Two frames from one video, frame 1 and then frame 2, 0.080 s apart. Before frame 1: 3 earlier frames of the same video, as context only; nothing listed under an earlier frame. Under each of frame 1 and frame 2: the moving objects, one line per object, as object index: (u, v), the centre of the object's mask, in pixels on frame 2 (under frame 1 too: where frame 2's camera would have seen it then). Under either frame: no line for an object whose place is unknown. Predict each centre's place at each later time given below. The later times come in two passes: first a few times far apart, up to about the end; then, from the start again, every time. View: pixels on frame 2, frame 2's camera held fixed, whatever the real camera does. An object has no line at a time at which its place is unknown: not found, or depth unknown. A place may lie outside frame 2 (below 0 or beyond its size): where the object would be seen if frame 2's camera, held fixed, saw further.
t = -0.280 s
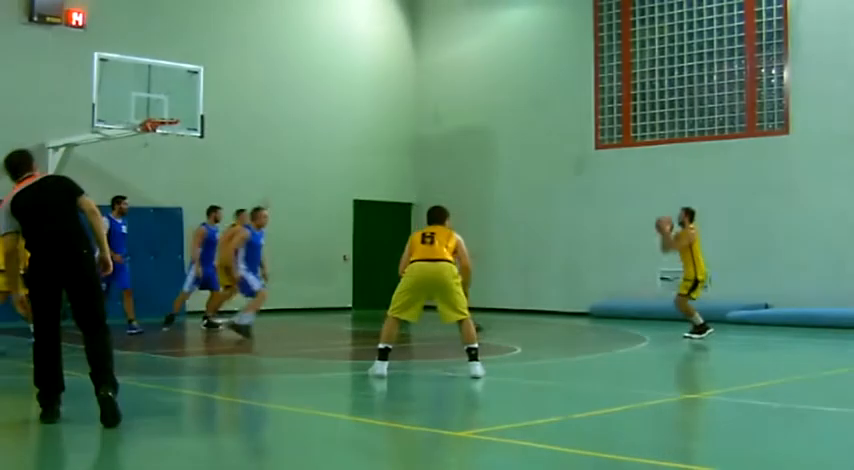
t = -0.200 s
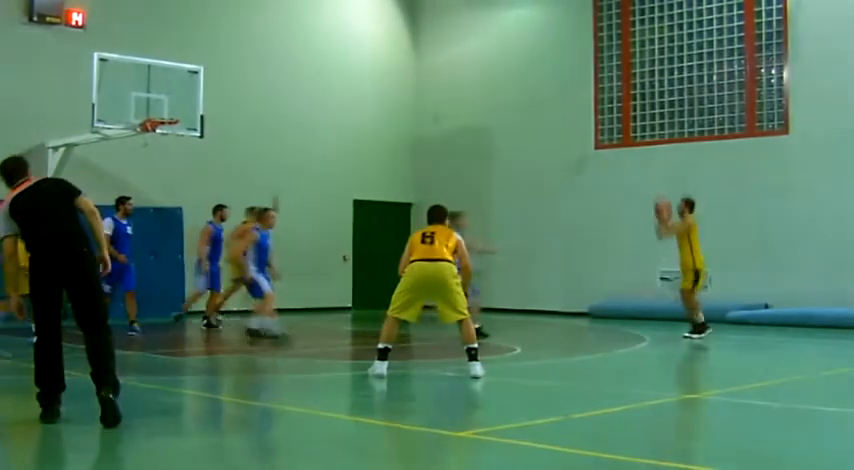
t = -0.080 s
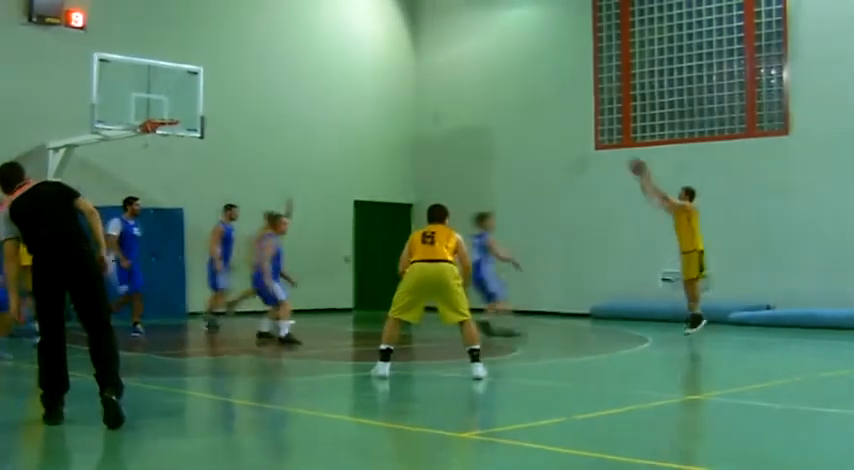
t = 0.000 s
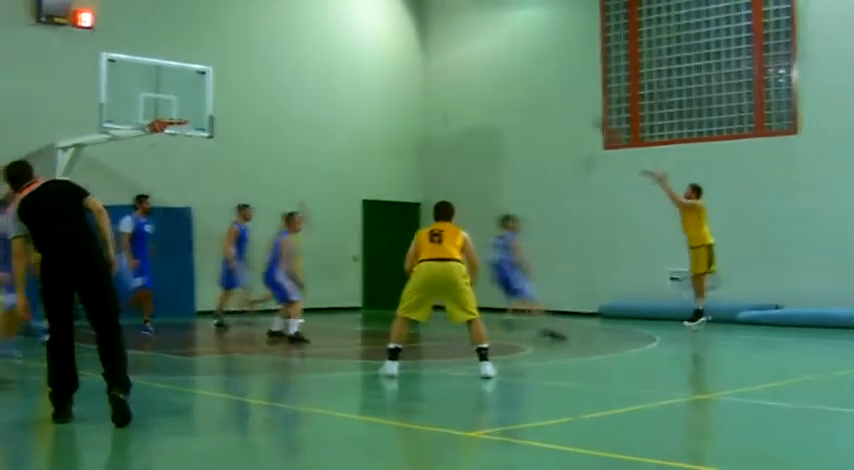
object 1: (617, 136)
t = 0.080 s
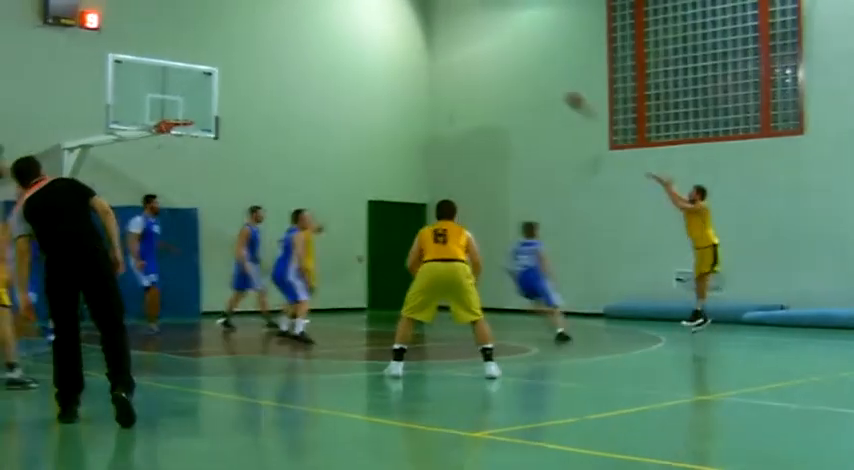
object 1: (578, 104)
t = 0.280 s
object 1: (491, 51)
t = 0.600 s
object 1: (355, 25)
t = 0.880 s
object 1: (245, 61)
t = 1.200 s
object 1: (183, 128)
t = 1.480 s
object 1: (179, 141)
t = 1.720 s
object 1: (173, 175)
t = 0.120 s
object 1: (560, 90)
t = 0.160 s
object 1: (543, 79)
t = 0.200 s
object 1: (523, 67)
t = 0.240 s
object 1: (507, 59)
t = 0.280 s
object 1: (491, 51)
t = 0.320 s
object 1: (471, 43)
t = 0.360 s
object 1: (456, 38)
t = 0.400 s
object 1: (439, 33)
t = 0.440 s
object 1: (422, 28)
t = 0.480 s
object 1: (403, 25)
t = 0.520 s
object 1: (389, 25)
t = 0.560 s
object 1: (374, 24)
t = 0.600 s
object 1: (355, 25)
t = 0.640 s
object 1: (340, 27)
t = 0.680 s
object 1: (325, 30)
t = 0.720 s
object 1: (308, 34)
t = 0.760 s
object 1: (294, 39)
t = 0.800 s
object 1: (275, 45)
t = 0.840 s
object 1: (261, 52)
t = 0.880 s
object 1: (245, 61)
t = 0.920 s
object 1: (230, 69)
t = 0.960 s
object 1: (216, 78)
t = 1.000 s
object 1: (200, 88)
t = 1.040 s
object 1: (186, 102)
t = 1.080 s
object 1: (178, 112)
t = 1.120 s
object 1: (179, 118)
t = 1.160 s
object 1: (182, 127)
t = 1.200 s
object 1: (183, 128)
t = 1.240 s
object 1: (183, 128)
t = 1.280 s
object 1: (183, 128)
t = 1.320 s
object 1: (183, 129)
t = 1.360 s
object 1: (182, 131)
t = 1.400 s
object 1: (181, 134)
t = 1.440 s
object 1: (180, 137)
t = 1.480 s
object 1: (179, 141)
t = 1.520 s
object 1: (178, 144)
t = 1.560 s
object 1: (177, 146)
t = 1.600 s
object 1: (176, 153)
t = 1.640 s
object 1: (175, 158)
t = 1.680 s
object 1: (174, 167)
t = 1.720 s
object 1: (173, 175)
